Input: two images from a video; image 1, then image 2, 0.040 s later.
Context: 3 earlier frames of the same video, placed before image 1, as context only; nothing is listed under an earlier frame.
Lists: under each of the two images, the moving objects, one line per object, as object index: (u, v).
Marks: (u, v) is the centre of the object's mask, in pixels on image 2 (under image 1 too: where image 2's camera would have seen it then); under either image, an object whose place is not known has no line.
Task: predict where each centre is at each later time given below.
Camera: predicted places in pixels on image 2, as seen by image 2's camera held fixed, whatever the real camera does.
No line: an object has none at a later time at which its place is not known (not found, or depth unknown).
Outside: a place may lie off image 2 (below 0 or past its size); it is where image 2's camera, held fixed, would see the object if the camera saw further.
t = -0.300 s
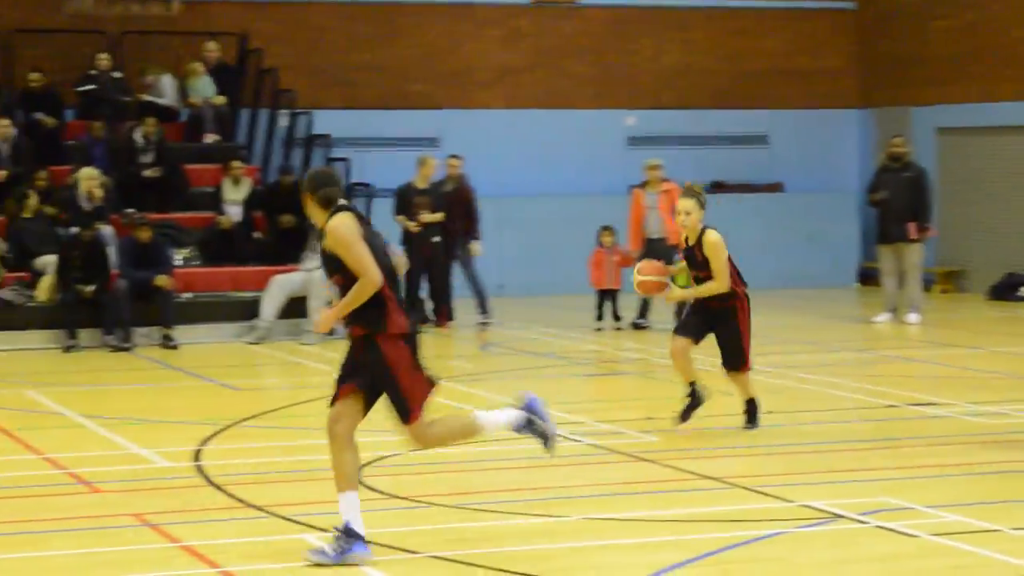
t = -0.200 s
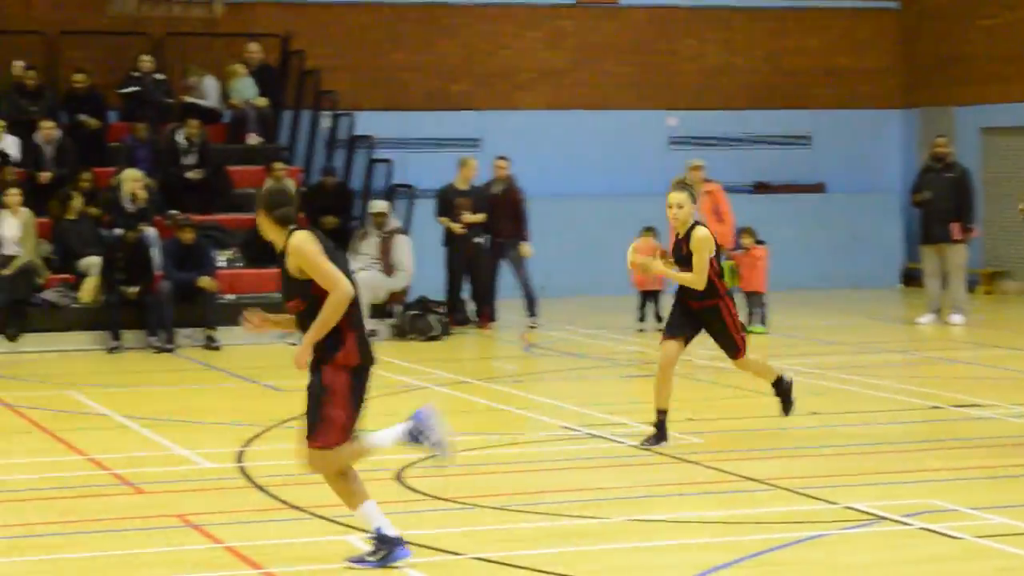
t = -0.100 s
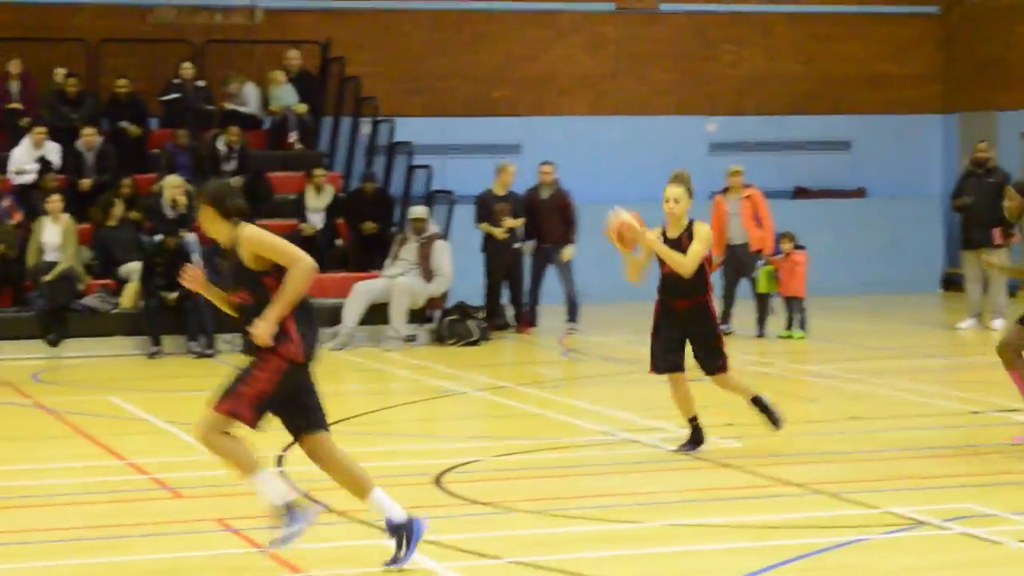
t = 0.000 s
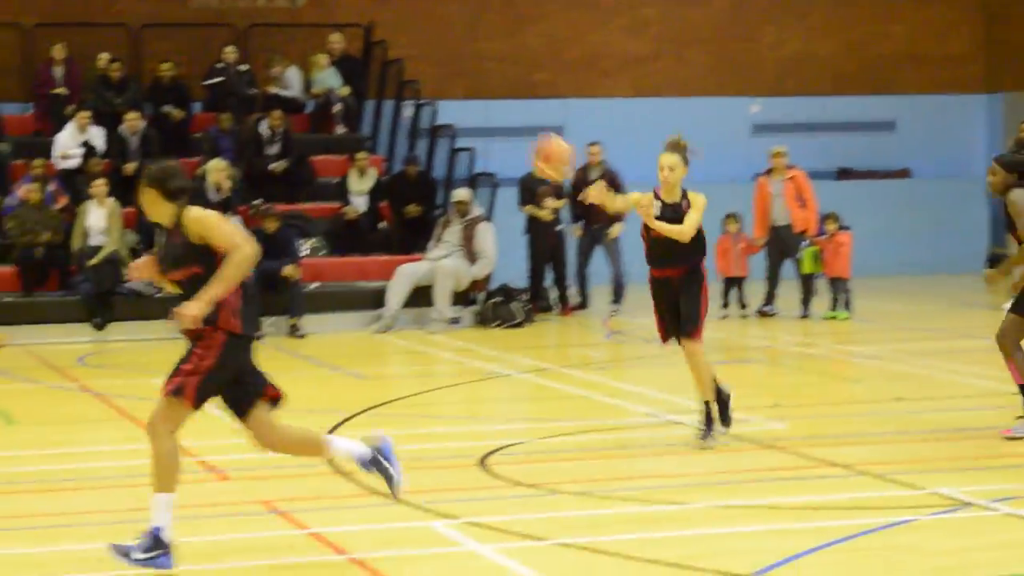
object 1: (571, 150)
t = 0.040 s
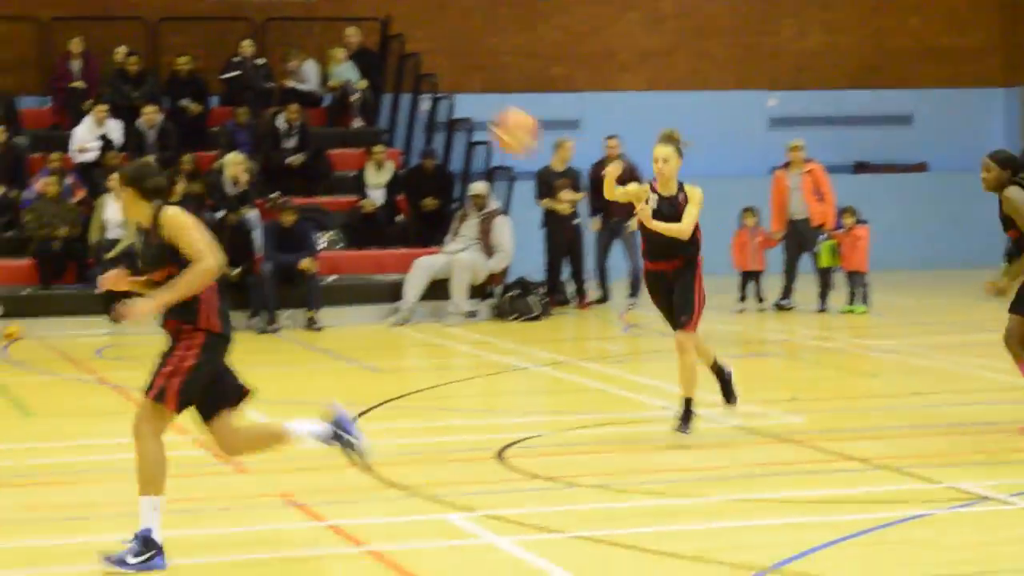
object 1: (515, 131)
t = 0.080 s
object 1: (455, 115)
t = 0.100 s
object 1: (423, 107)
